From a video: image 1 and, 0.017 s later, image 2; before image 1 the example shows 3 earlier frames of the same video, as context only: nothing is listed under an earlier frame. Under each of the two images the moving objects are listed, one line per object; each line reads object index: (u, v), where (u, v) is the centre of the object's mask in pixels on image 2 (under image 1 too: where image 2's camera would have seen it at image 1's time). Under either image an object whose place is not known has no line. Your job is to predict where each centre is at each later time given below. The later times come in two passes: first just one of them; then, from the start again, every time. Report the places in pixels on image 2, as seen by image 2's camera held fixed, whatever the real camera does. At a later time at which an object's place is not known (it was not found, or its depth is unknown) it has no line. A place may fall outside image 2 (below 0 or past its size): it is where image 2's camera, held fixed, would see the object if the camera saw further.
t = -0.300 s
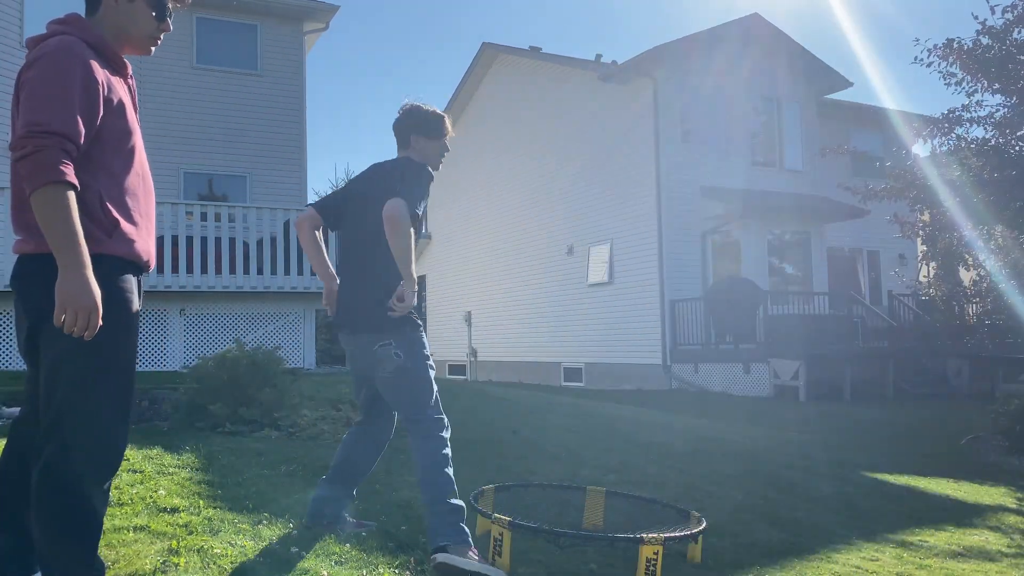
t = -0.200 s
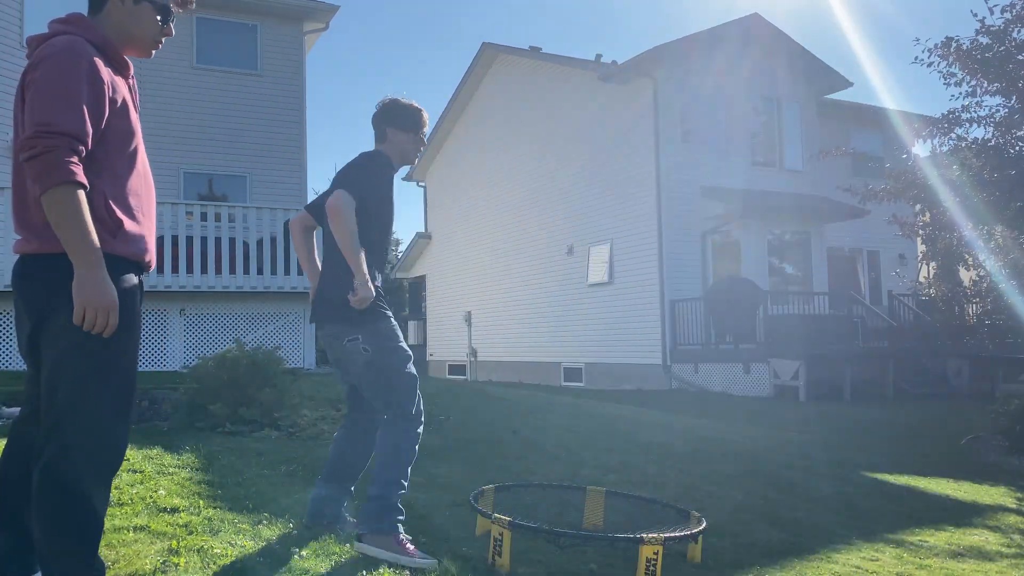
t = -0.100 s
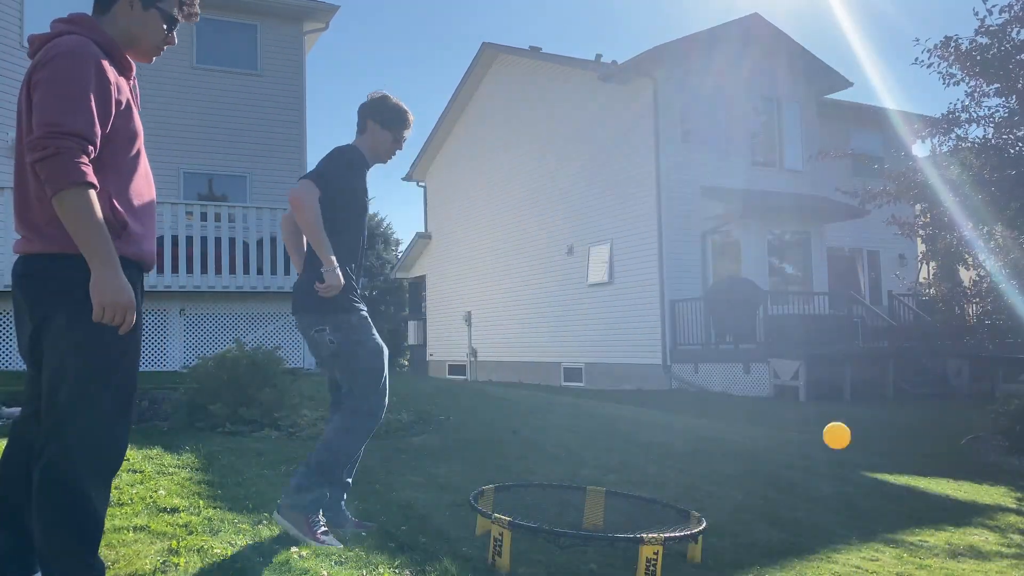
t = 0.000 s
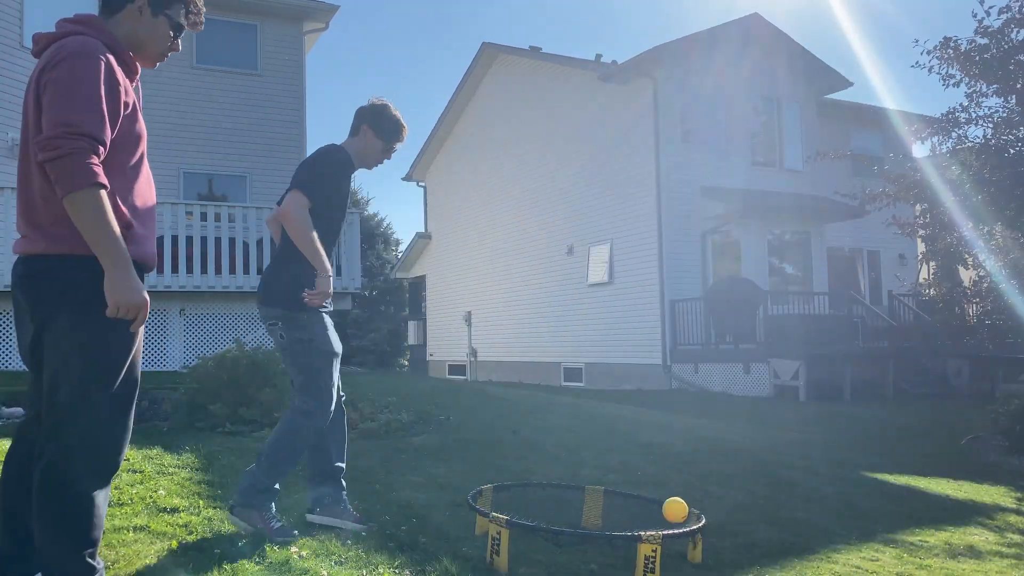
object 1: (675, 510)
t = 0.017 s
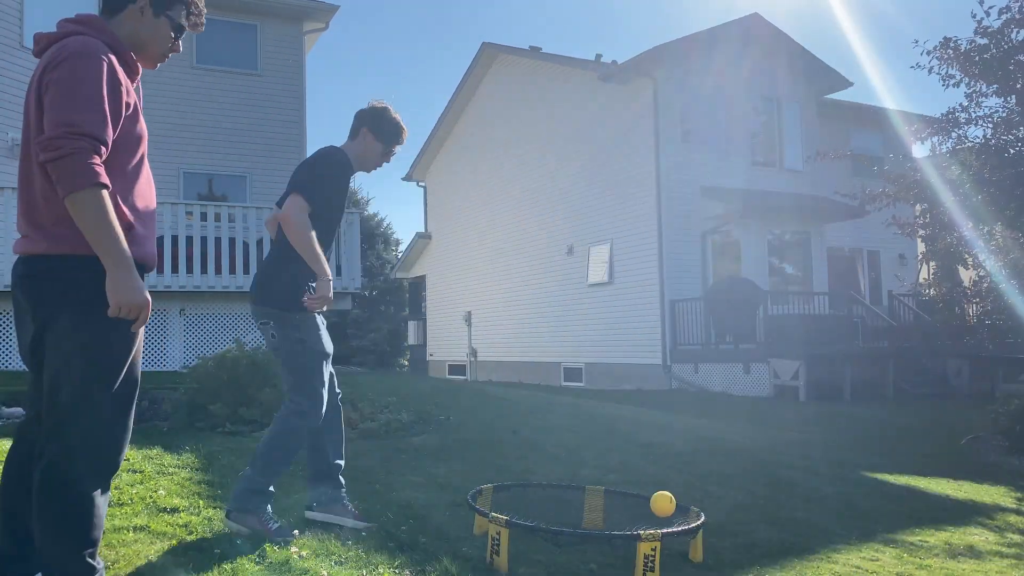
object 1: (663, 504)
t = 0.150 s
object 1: (569, 481)
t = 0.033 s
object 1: (651, 498)
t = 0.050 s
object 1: (639, 494)
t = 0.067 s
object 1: (627, 490)
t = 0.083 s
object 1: (616, 486)
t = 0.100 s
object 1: (604, 483)
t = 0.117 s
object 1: (592, 482)
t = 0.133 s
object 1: (581, 481)
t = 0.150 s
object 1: (569, 481)
